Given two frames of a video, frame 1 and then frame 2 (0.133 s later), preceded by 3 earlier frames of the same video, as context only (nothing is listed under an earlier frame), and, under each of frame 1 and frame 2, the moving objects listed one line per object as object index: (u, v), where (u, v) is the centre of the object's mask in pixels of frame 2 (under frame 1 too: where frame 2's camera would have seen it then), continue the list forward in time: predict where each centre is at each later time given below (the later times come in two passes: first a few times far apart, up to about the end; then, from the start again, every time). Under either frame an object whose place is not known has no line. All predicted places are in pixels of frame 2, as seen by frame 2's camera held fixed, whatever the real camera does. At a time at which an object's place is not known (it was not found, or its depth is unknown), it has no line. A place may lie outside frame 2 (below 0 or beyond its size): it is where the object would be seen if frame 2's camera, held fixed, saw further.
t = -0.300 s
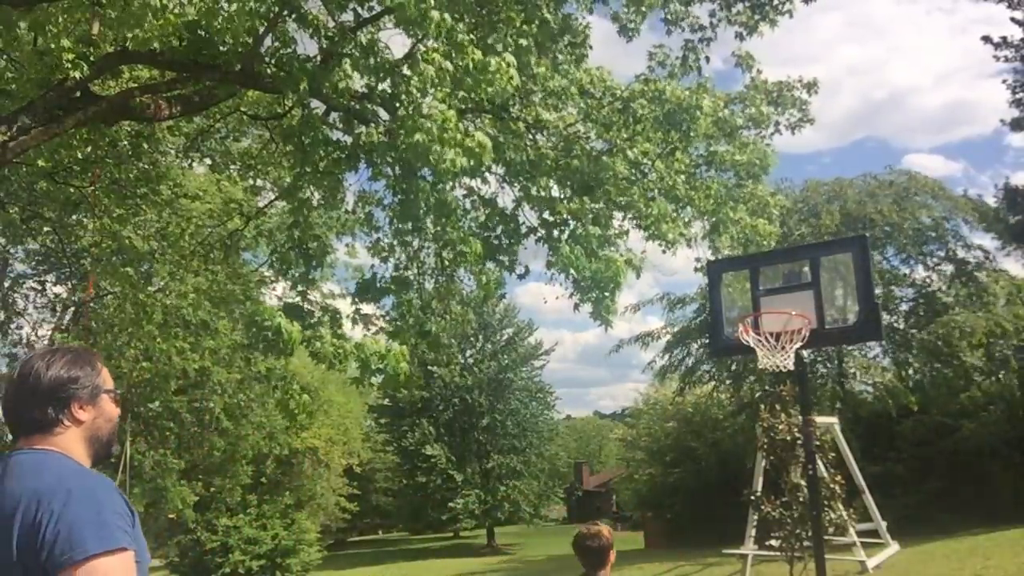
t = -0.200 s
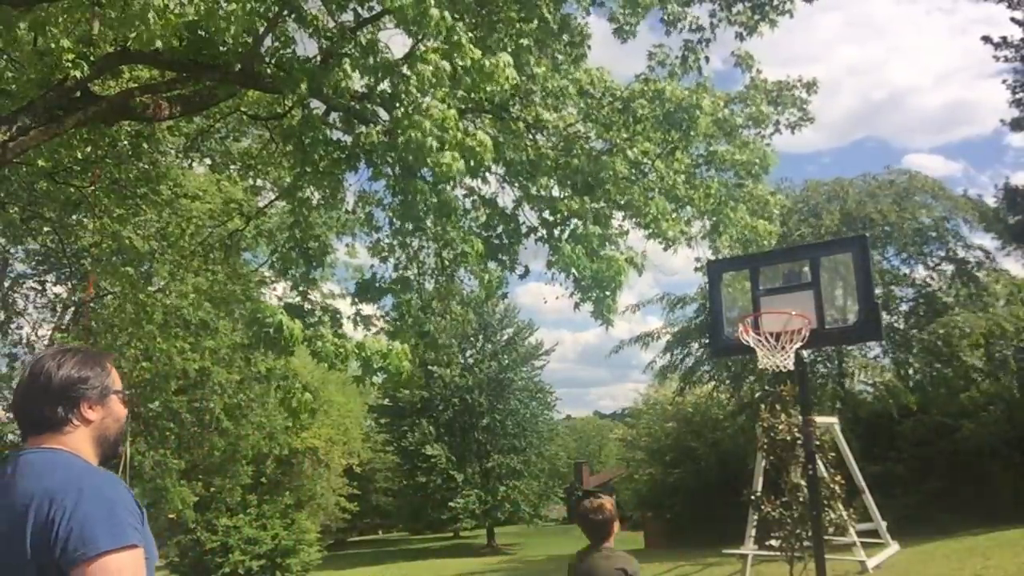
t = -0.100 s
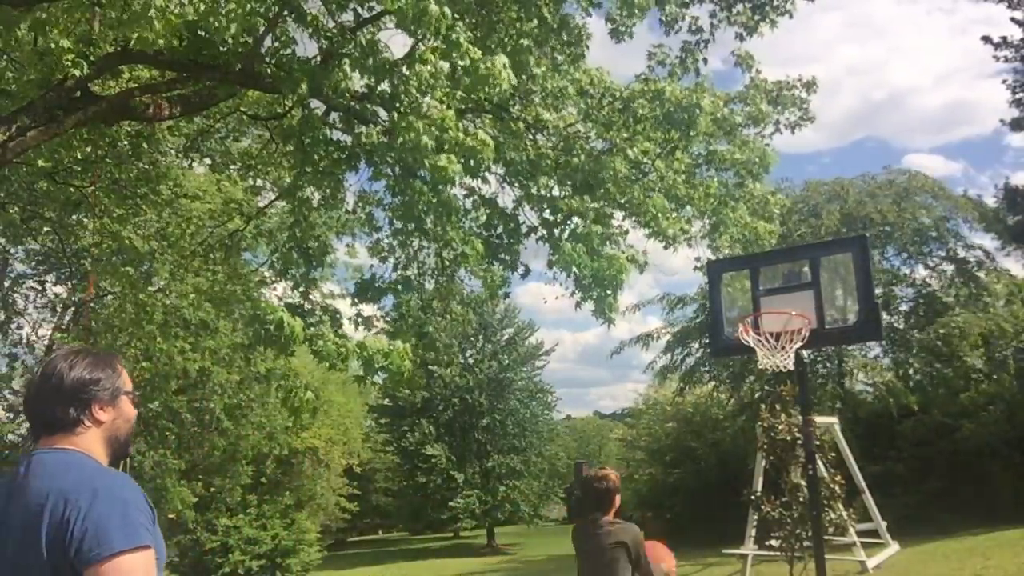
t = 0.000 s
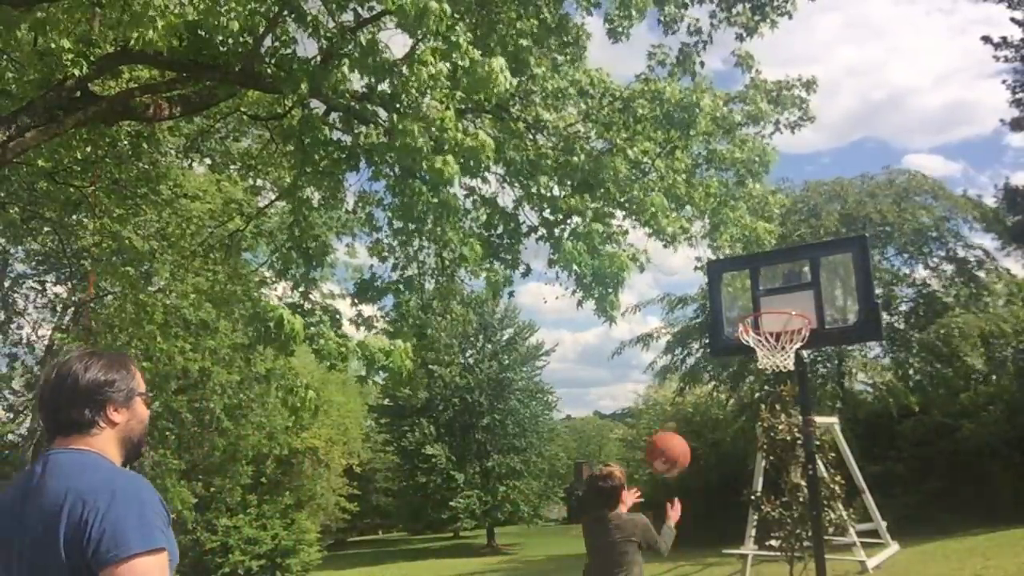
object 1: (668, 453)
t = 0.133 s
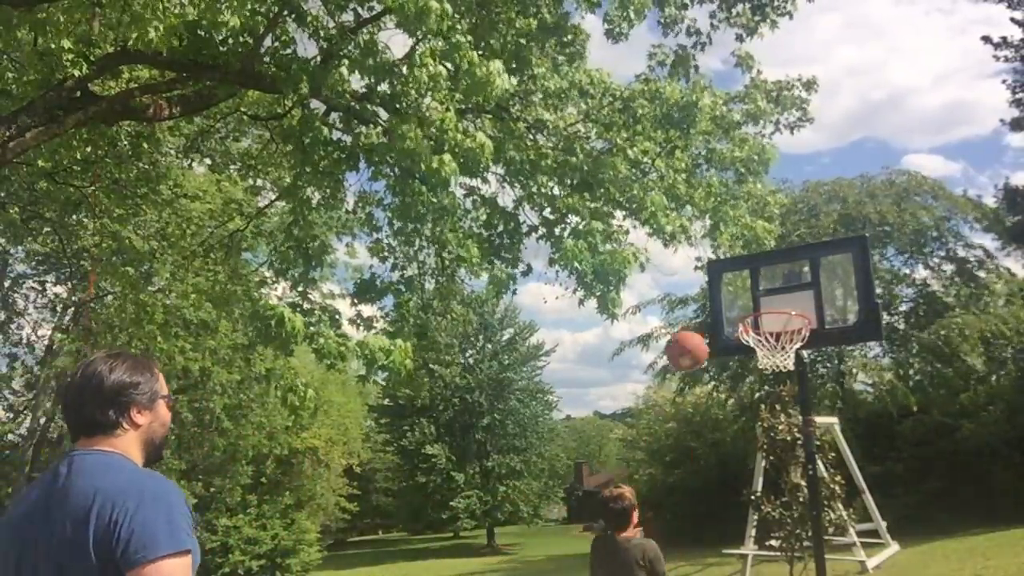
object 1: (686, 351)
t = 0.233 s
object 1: (701, 301)
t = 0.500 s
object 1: (737, 257)
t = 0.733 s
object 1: (765, 295)
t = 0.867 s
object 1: (758, 325)
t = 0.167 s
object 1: (691, 332)
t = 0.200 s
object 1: (696, 316)
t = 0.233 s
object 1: (701, 301)
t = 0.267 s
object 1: (705, 289)
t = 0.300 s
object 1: (710, 278)
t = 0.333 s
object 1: (714, 271)
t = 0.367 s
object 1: (719, 264)
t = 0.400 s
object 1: (724, 261)
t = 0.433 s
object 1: (728, 258)
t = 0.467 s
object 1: (733, 257)
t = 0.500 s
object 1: (737, 257)
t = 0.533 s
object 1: (741, 259)
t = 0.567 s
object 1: (747, 262)
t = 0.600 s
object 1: (752, 267)
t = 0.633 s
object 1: (757, 273)
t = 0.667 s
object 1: (762, 281)
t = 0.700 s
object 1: (766, 290)
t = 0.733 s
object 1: (765, 295)
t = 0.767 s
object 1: (764, 301)
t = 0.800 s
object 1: (763, 306)
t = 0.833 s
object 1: (762, 313)
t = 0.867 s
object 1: (758, 325)
